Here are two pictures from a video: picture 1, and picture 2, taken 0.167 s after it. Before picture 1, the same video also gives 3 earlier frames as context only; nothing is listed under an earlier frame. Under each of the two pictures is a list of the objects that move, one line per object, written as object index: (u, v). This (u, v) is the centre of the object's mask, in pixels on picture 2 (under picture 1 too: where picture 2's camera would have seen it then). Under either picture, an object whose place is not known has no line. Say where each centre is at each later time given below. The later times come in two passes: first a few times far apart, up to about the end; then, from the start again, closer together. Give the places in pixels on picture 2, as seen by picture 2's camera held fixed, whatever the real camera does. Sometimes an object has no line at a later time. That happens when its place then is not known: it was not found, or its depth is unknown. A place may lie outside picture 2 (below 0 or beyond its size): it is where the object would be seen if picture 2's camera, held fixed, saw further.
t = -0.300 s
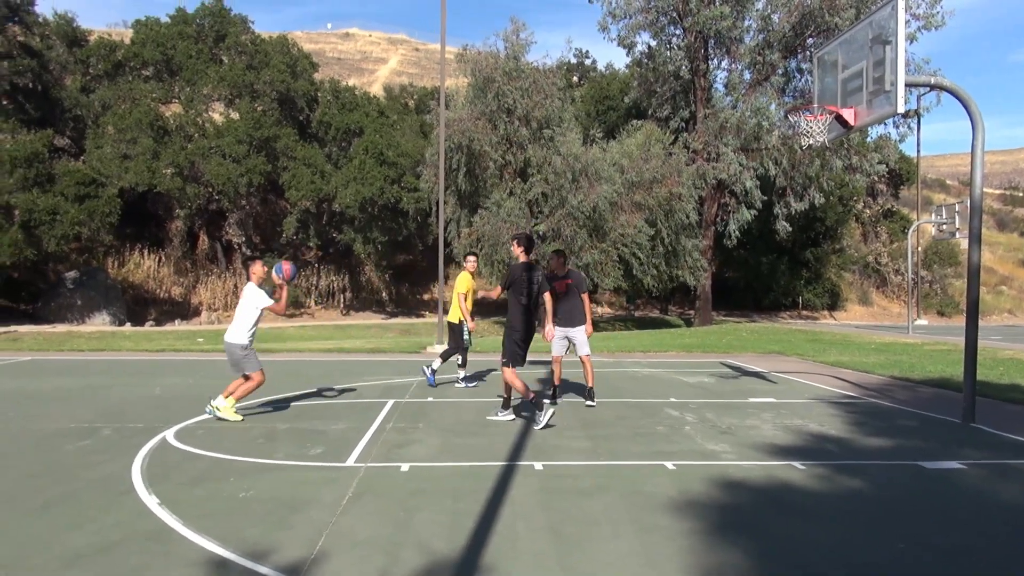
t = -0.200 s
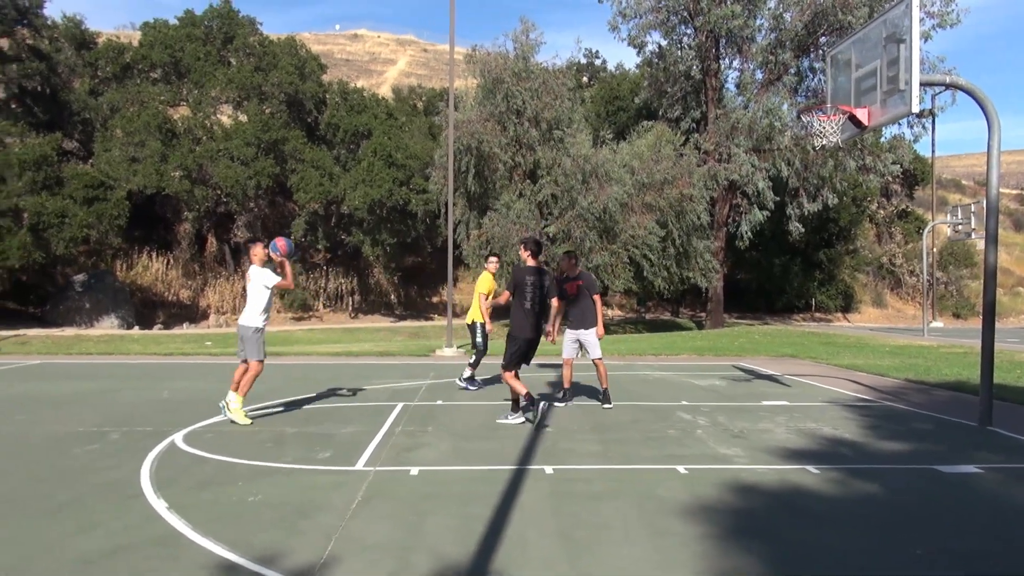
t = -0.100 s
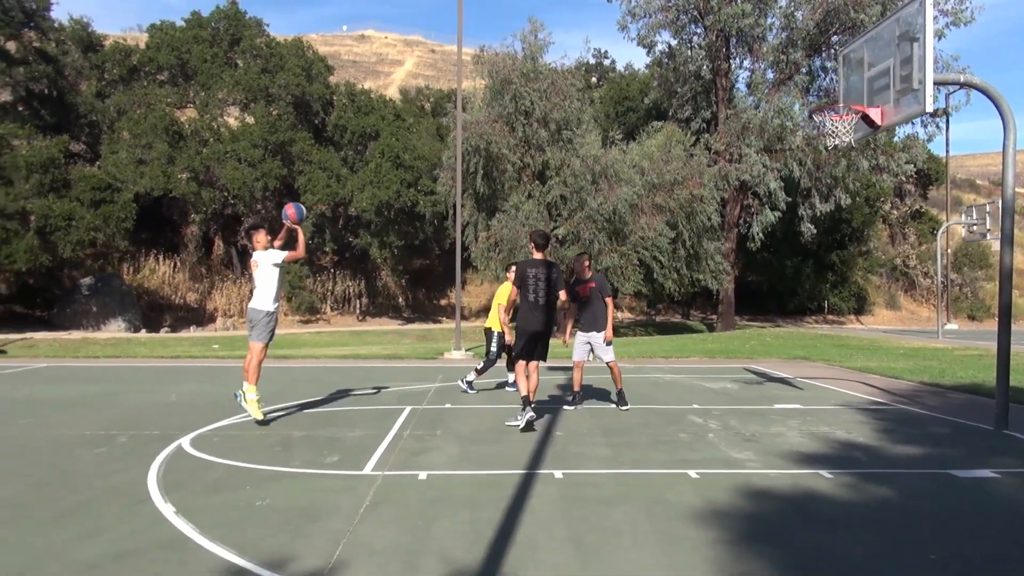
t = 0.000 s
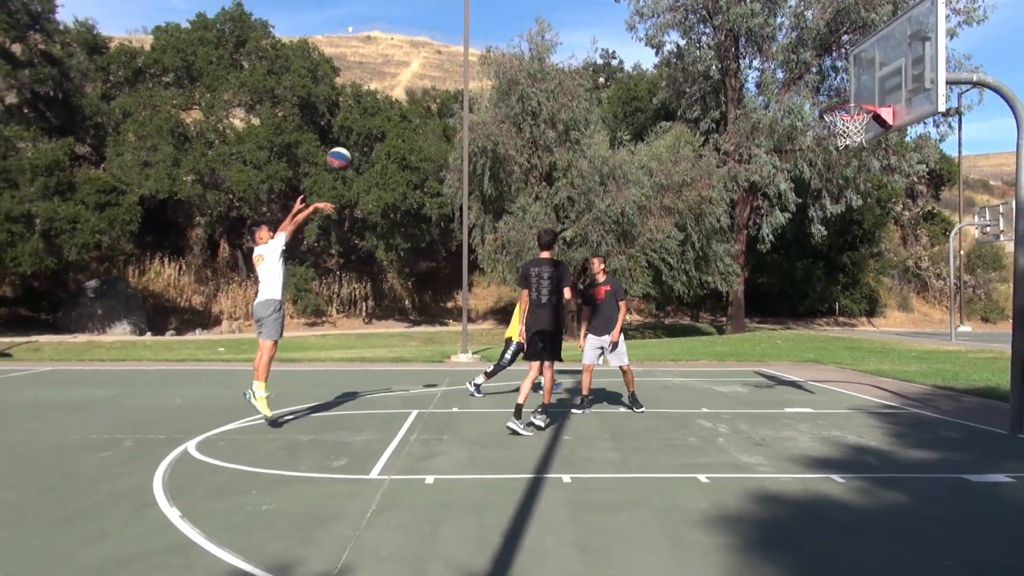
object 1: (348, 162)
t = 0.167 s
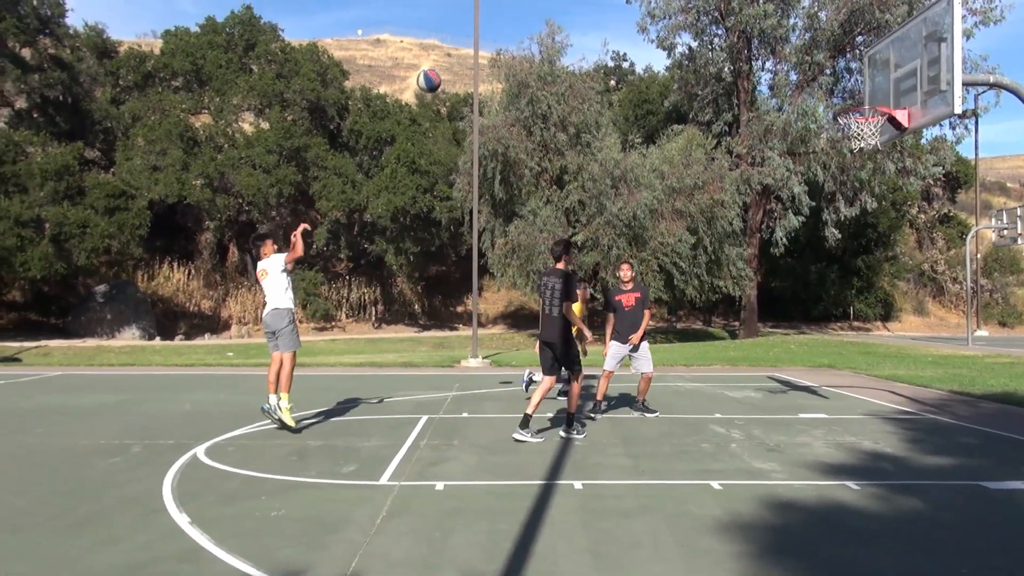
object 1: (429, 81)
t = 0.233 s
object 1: (461, 55)
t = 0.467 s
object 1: (571, 2)
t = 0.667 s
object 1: (664, -3)
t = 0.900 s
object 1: (773, 44)
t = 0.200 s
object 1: (445, 67)
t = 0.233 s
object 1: (461, 55)
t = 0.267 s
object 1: (477, 44)
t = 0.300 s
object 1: (493, 34)
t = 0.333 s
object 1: (509, 25)
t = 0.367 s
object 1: (525, 18)
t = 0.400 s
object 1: (540, 11)
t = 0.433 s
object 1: (556, 6)
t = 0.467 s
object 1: (571, 2)
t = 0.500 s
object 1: (587, 0)
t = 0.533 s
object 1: (603, -2)
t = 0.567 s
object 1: (618, -4)
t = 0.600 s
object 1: (633, -4)
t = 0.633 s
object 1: (649, -5)
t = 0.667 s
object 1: (664, -3)
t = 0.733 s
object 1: (695, 3)
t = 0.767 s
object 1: (711, 10)
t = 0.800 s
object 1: (726, 16)
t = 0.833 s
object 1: (742, 24)
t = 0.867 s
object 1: (757, 33)
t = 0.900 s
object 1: (773, 44)
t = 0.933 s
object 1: (789, 55)
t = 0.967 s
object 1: (806, 66)
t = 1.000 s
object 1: (821, 79)
